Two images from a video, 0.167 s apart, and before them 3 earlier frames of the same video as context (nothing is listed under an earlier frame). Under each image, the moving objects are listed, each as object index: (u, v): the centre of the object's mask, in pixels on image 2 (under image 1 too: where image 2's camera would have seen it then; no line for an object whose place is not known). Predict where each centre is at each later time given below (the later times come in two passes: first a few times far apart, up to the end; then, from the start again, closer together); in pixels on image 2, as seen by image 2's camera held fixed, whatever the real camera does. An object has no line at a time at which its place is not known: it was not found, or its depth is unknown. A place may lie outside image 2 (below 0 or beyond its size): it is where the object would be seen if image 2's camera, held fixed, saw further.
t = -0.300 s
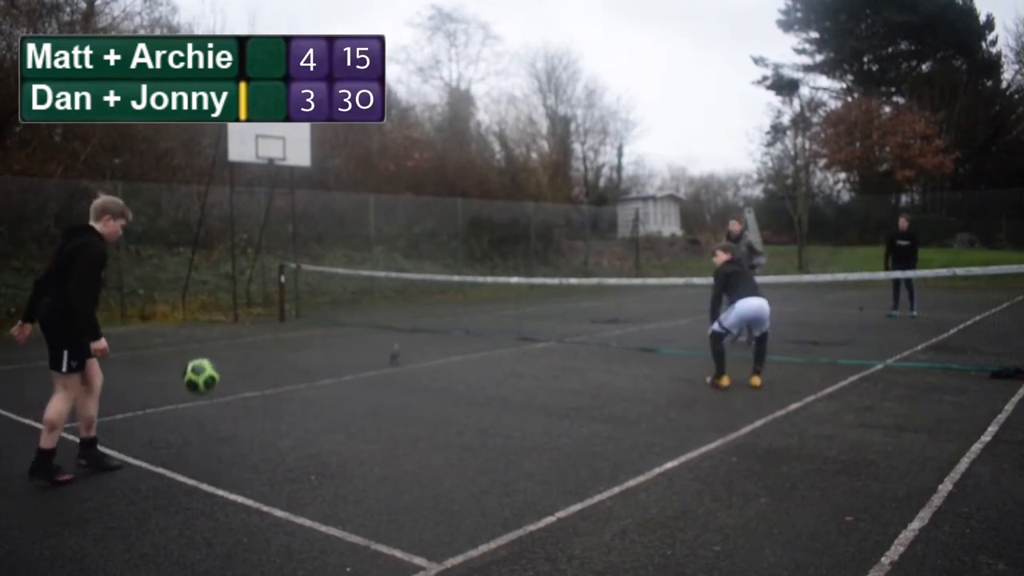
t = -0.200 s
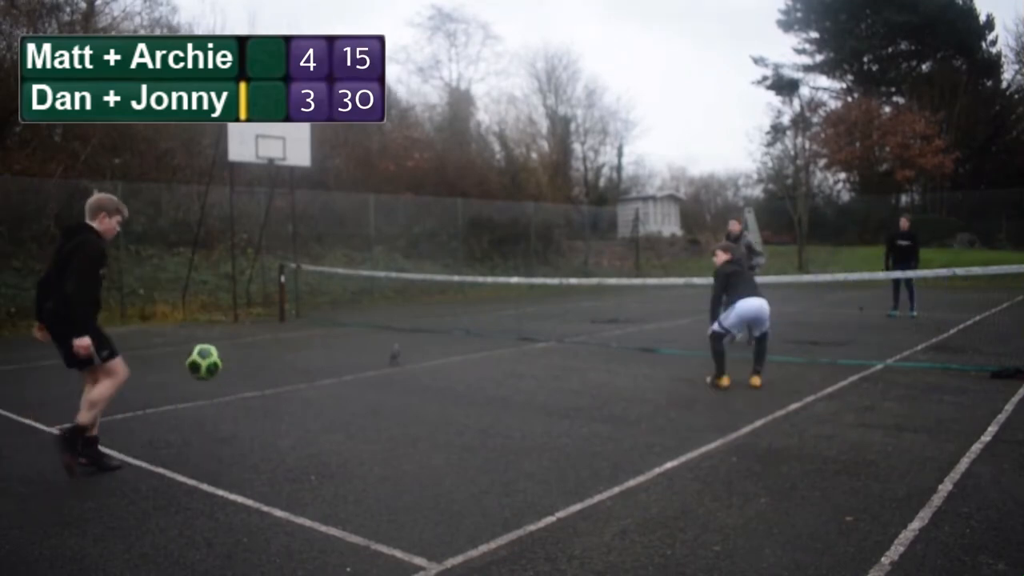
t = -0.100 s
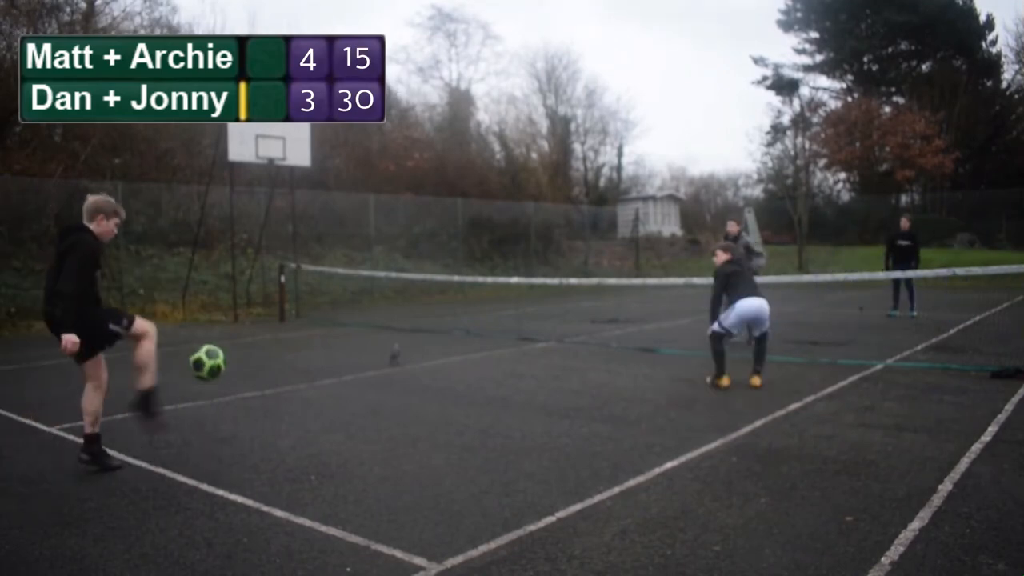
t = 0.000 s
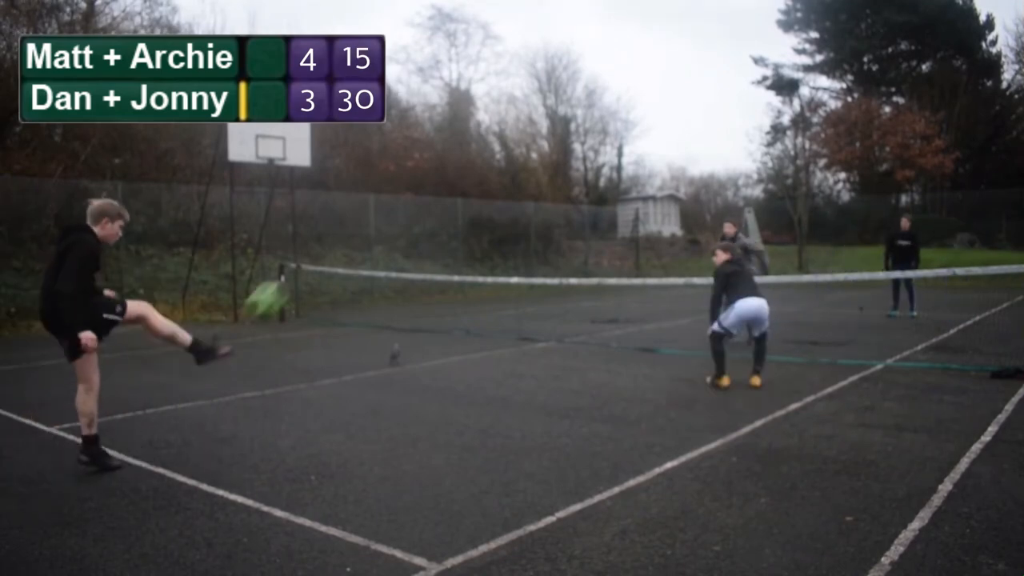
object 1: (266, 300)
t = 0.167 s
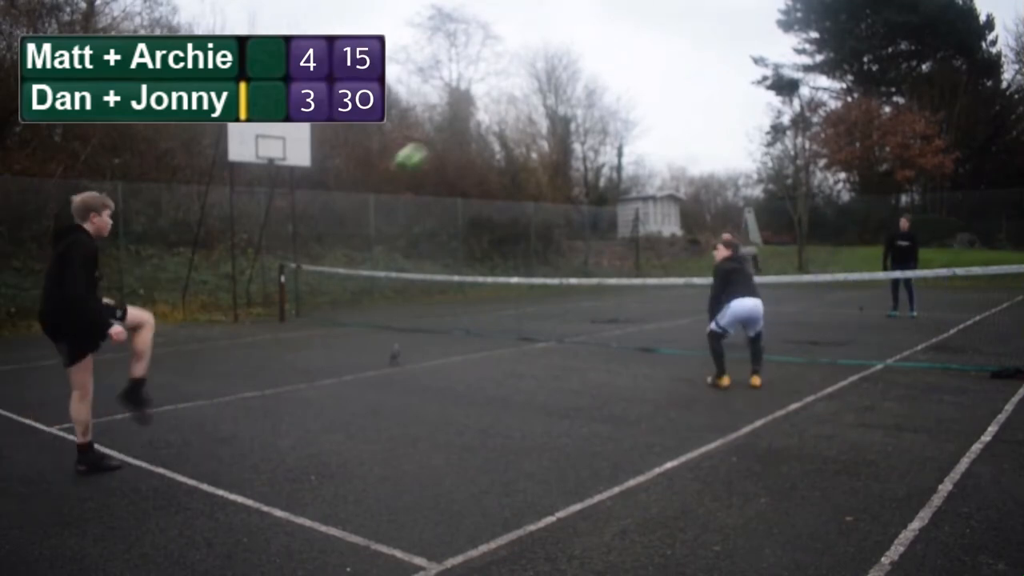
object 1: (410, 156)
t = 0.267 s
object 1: (477, 111)
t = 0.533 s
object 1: (615, 61)
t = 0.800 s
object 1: (709, 88)
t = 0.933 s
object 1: (745, 120)
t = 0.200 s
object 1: (434, 137)
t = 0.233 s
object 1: (458, 121)
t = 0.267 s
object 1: (477, 111)
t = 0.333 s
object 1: (518, 89)
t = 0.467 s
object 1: (585, 64)
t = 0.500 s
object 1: (600, 61)
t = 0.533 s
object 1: (615, 61)
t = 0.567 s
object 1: (628, 60)
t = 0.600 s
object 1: (641, 62)
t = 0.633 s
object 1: (654, 64)
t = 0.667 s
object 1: (666, 67)
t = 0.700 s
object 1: (677, 71)
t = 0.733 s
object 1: (688, 76)
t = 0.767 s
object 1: (698, 82)
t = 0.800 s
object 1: (709, 88)
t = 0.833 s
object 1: (718, 95)
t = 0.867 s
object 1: (727, 103)
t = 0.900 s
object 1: (736, 111)
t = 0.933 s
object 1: (745, 120)
